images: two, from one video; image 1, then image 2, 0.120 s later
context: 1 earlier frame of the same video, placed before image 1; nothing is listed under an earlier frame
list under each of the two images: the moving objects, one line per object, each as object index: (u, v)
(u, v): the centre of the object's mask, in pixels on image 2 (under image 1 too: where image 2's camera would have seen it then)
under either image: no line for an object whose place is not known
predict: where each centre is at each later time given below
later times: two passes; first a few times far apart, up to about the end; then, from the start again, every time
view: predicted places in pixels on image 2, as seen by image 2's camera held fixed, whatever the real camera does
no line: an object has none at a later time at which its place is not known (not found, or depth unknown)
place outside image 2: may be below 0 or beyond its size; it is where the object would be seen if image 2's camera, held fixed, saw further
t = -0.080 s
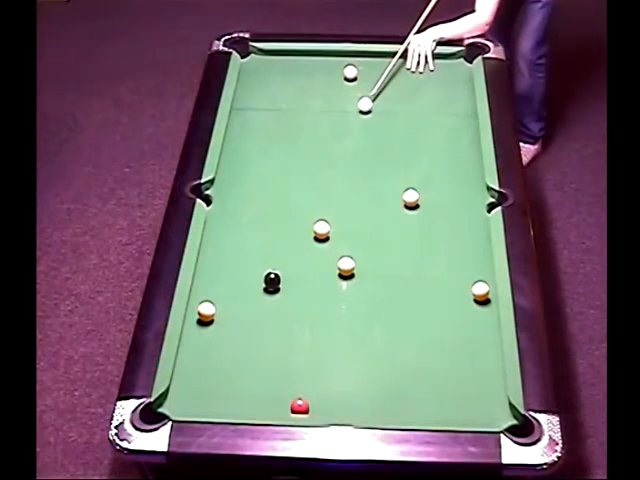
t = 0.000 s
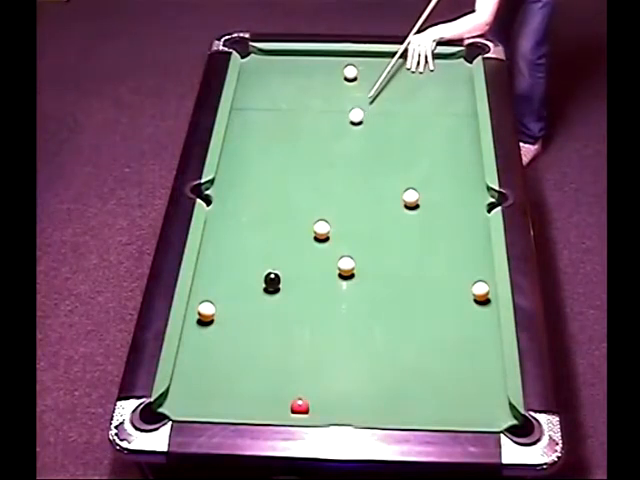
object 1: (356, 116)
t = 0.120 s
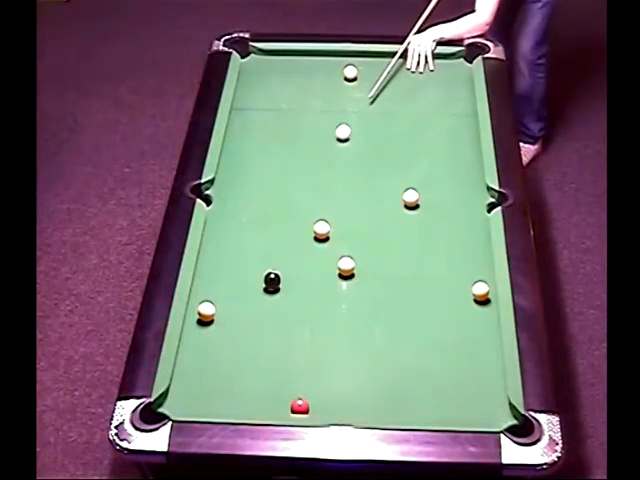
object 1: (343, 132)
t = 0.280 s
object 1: (324, 155)
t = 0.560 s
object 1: (290, 199)
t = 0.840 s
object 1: (253, 244)
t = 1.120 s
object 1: (215, 293)
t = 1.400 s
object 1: (198, 304)
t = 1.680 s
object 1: (210, 306)
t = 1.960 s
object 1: (220, 310)
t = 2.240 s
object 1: (228, 313)
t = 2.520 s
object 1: (234, 316)
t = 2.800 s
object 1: (237, 318)
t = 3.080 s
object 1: (238, 318)
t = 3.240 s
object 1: (238, 318)
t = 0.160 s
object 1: (338, 138)
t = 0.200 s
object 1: (333, 144)
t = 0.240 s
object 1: (329, 150)
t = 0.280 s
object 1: (324, 155)
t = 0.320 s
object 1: (319, 161)
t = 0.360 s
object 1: (315, 167)
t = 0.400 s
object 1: (310, 174)
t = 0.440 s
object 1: (305, 179)
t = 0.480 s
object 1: (300, 186)
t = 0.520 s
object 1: (295, 192)
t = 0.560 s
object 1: (290, 199)
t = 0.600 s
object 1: (285, 205)
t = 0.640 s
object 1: (280, 211)
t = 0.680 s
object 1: (275, 218)
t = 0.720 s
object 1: (270, 225)
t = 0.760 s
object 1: (264, 231)
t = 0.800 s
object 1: (259, 238)
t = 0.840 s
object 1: (253, 244)
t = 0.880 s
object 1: (248, 251)
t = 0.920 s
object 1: (242, 258)
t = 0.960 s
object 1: (237, 265)
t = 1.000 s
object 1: (231, 272)
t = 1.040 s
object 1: (226, 280)
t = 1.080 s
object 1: (220, 286)
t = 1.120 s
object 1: (215, 293)
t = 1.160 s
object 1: (210, 297)
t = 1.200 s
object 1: (206, 298)
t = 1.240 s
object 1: (202, 301)
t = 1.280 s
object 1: (199, 302)
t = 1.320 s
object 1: (195, 303)
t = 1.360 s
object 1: (196, 304)
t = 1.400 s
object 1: (198, 304)
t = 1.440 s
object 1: (200, 303)
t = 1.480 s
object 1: (202, 303)
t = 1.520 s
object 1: (203, 305)
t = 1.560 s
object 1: (205, 305)
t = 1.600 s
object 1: (207, 305)
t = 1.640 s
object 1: (209, 306)
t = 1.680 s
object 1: (210, 306)
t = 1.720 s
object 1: (212, 307)
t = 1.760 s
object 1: (213, 308)
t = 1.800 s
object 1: (215, 308)
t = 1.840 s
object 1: (216, 309)
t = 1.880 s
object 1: (217, 309)
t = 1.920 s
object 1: (219, 309)
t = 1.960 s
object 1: (220, 310)
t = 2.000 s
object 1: (221, 310)
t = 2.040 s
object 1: (223, 311)
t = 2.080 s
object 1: (224, 311)
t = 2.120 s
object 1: (225, 312)
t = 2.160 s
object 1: (226, 312)
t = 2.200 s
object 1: (227, 313)
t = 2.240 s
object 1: (228, 313)
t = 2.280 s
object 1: (229, 314)
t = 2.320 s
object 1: (230, 314)
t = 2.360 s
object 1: (231, 314)
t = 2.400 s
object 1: (232, 314)
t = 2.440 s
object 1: (232, 315)
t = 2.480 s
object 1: (233, 315)
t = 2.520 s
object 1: (234, 316)
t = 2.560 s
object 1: (234, 316)
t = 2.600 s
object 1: (234, 316)
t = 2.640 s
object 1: (235, 317)
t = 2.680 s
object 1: (236, 317)
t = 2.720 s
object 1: (236, 317)
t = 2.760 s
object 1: (236, 317)
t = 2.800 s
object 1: (237, 318)
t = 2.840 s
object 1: (237, 318)
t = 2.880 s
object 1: (237, 318)
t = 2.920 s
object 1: (237, 318)
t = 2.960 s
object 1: (238, 318)
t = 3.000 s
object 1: (238, 318)
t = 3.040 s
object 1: (238, 318)
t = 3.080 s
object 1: (238, 318)
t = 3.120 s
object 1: (238, 318)
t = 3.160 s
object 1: (238, 318)
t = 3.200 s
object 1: (238, 318)
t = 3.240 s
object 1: (238, 318)
